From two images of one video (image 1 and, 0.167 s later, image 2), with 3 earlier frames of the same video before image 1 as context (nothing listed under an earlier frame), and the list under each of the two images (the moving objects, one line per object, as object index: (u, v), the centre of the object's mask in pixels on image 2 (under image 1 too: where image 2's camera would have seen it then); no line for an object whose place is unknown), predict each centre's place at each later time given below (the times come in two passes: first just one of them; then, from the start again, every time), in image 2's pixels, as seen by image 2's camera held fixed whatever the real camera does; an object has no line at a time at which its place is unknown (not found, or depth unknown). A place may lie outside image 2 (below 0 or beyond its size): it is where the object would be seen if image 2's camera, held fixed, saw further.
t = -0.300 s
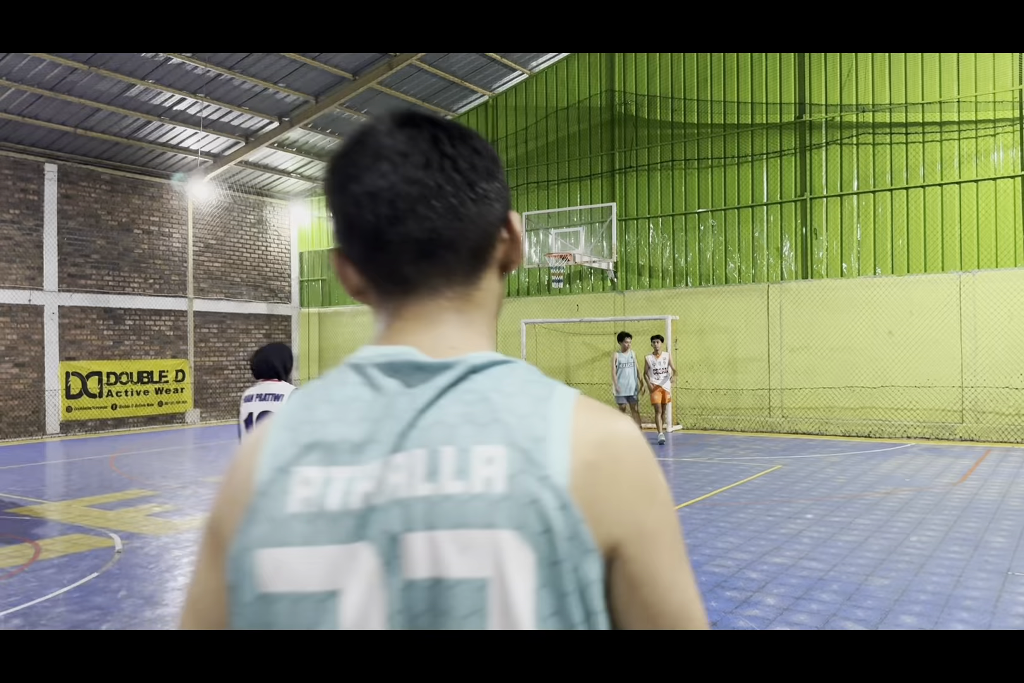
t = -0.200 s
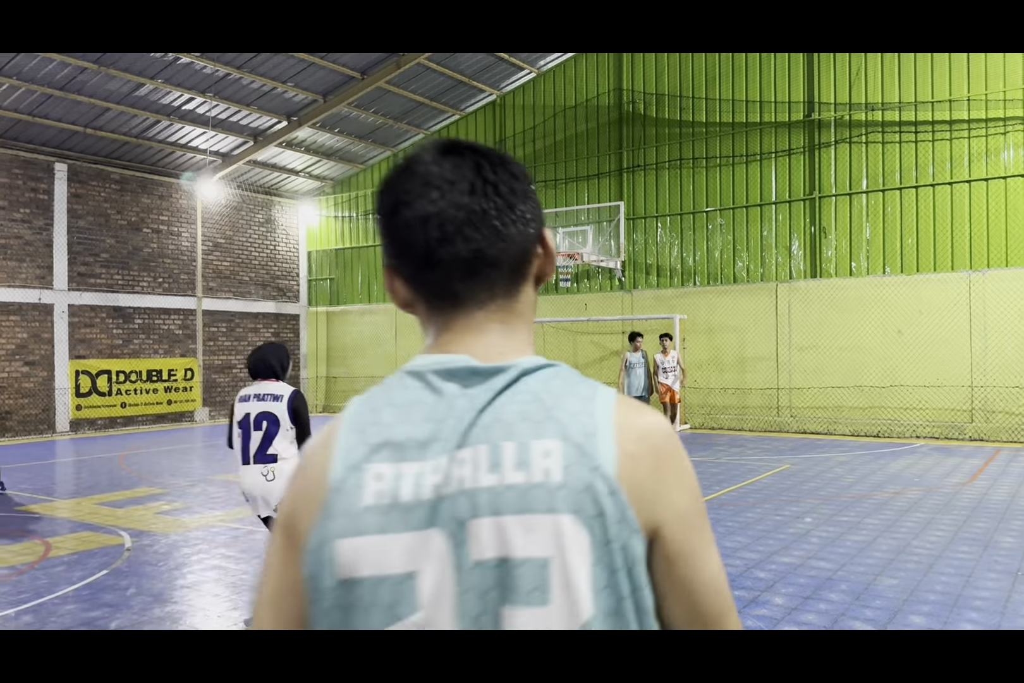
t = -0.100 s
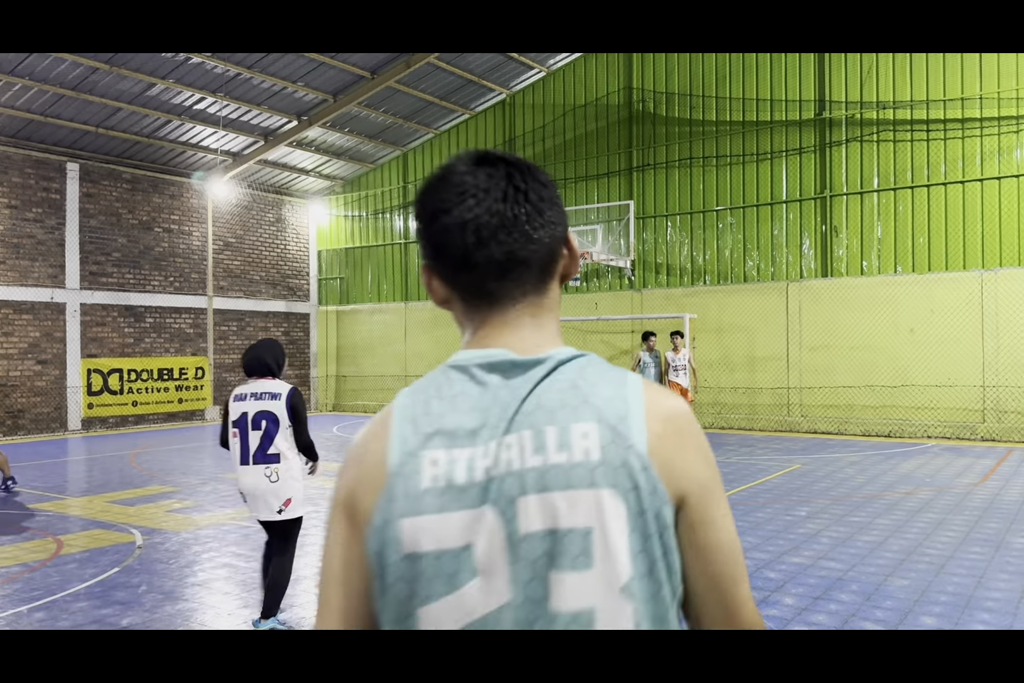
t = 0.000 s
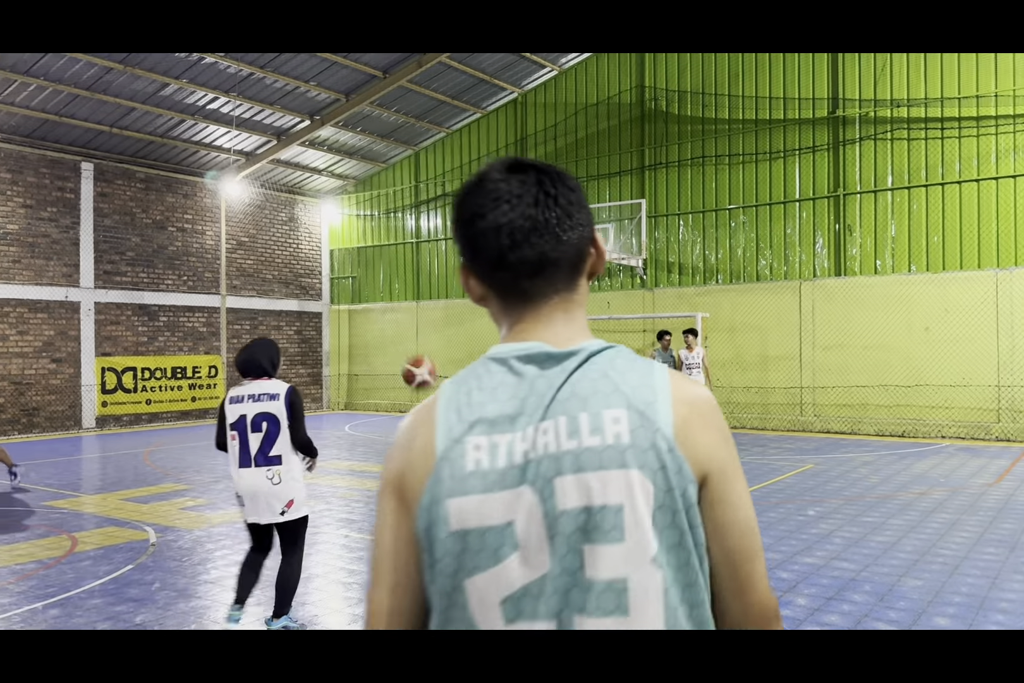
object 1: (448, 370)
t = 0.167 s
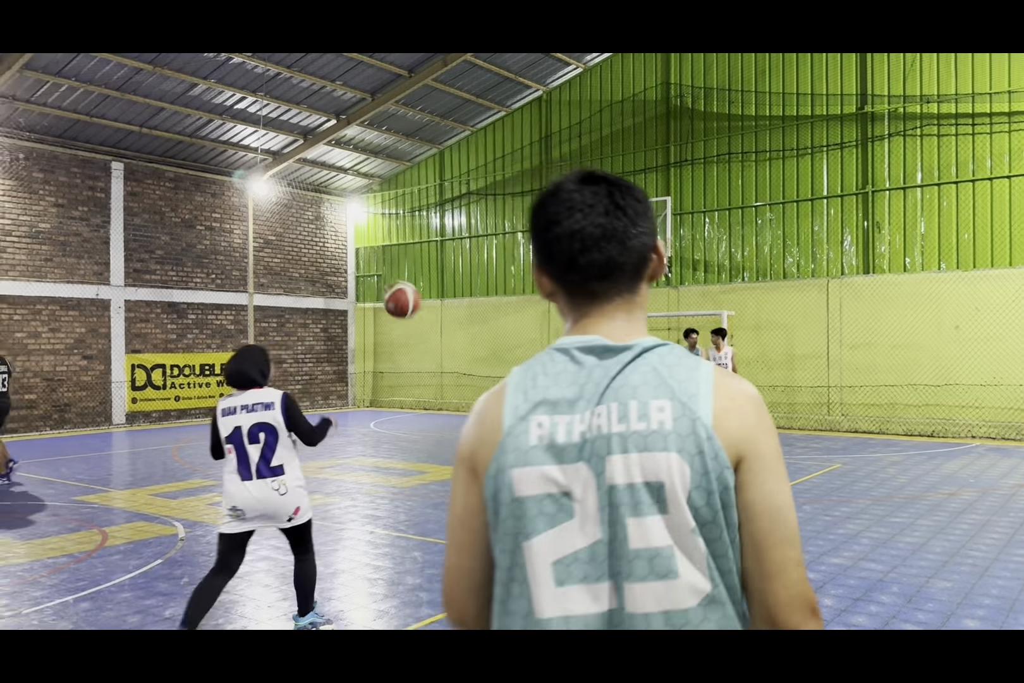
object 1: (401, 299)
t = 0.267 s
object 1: (375, 273)
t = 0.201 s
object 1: (393, 289)
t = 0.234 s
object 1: (384, 281)
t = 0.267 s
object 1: (375, 273)
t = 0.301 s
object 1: (364, 268)
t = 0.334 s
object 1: (355, 263)
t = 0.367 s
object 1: (346, 260)
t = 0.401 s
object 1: (334, 259)
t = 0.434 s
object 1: (324, 260)
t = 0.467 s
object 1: (310, 262)
